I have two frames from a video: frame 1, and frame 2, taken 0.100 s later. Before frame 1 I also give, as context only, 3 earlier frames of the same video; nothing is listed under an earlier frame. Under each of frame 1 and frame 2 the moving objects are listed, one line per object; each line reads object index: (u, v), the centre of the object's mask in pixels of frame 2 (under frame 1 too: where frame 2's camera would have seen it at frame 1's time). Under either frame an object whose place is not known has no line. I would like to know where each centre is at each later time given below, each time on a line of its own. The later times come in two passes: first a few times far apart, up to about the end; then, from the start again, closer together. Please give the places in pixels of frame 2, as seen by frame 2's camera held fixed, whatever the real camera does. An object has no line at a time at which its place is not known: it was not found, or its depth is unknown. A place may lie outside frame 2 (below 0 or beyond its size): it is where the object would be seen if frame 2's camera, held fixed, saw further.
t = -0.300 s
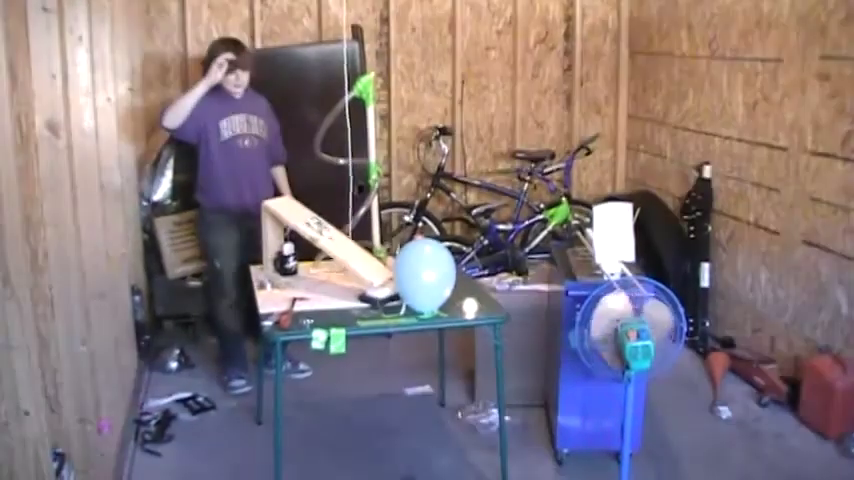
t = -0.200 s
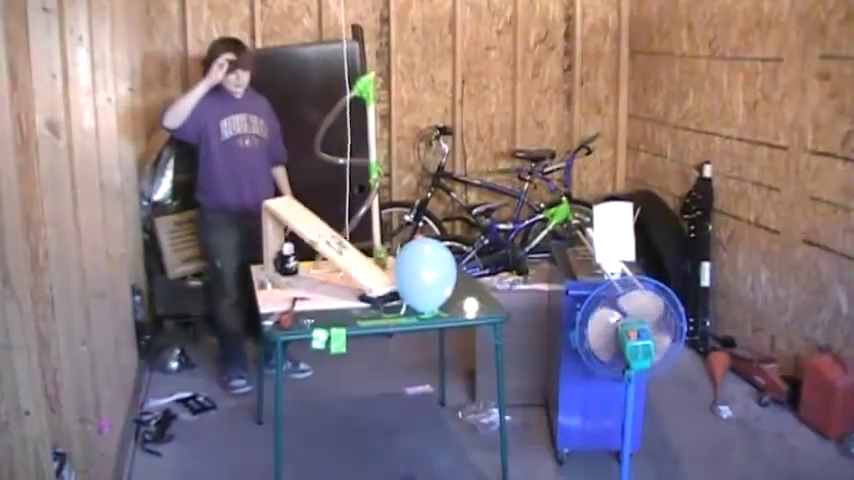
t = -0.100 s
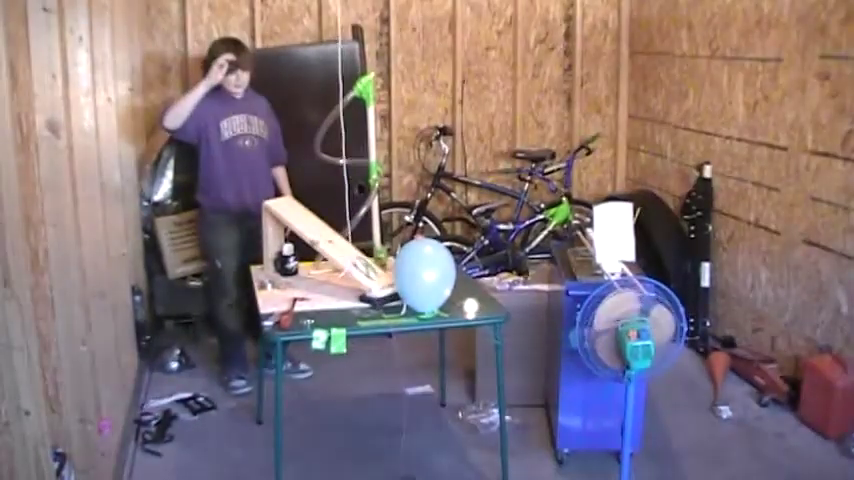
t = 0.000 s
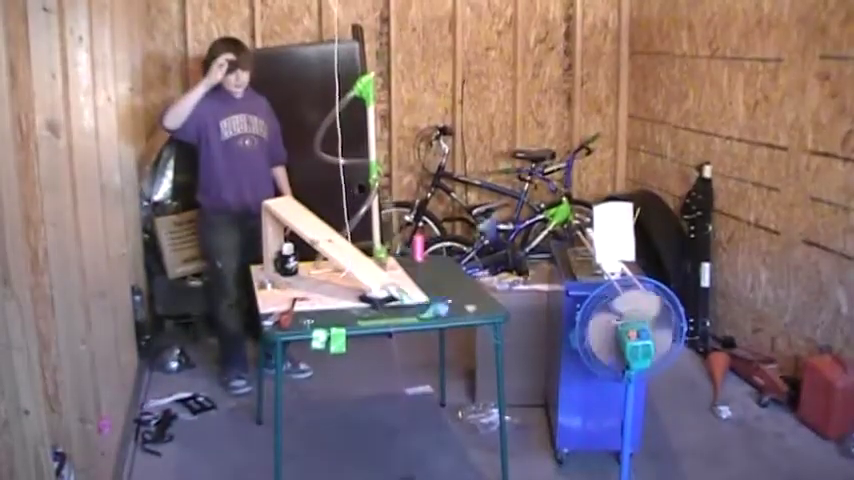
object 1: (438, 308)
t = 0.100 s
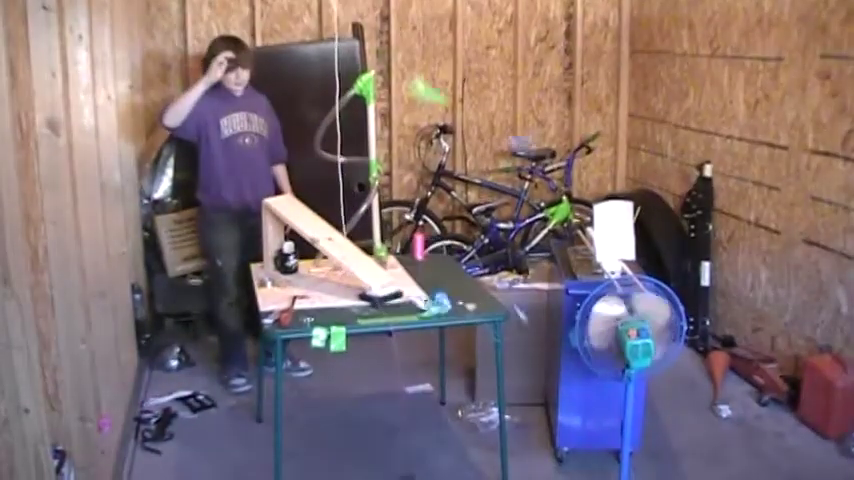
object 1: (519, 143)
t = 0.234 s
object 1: (535, 112)
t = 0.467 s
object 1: (523, 229)
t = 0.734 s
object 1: (490, 462)
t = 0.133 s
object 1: (529, 130)
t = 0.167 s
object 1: (535, 115)
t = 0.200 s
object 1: (535, 110)
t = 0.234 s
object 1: (535, 112)
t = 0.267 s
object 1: (536, 115)
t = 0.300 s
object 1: (538, 123)
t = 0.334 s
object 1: (533, 138)
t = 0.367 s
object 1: (531, 154)
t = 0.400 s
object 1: (530, 175)
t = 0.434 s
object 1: (526, 201)
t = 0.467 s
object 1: (523, 229)
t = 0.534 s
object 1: (512, 284)
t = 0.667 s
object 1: (502, 400)
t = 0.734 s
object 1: (490, 462)
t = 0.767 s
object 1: (487, 489)
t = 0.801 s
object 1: (486, 508)
